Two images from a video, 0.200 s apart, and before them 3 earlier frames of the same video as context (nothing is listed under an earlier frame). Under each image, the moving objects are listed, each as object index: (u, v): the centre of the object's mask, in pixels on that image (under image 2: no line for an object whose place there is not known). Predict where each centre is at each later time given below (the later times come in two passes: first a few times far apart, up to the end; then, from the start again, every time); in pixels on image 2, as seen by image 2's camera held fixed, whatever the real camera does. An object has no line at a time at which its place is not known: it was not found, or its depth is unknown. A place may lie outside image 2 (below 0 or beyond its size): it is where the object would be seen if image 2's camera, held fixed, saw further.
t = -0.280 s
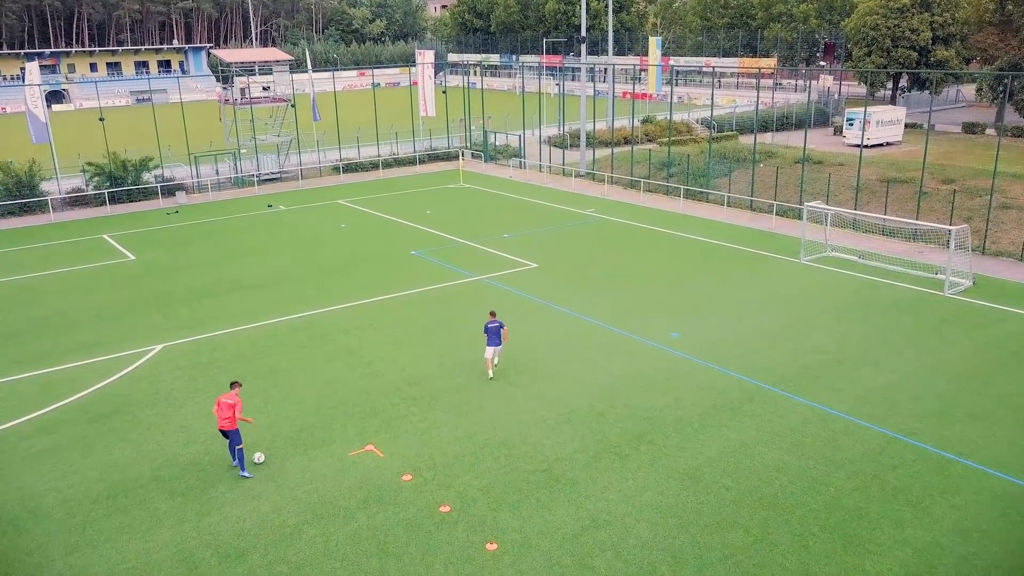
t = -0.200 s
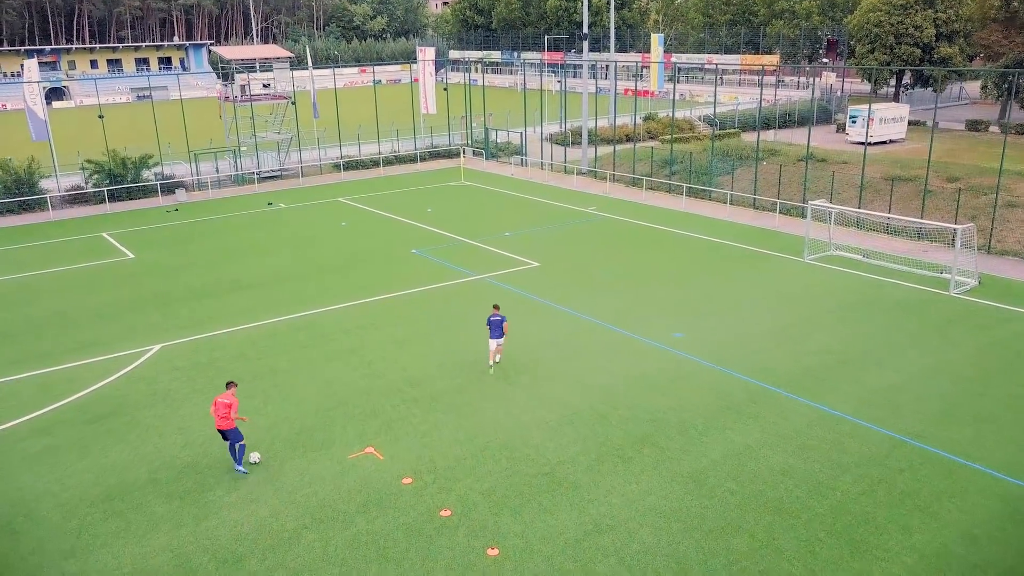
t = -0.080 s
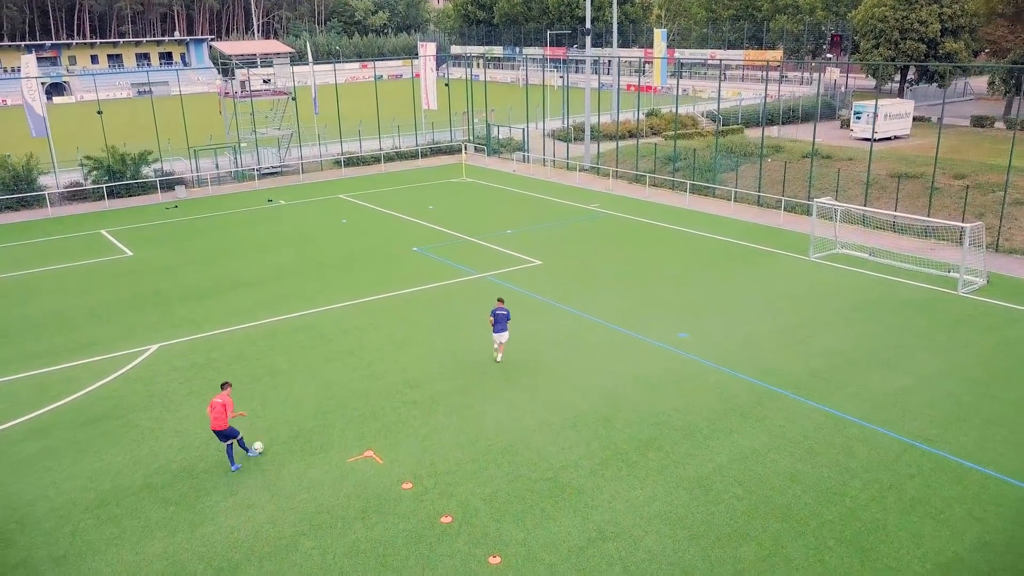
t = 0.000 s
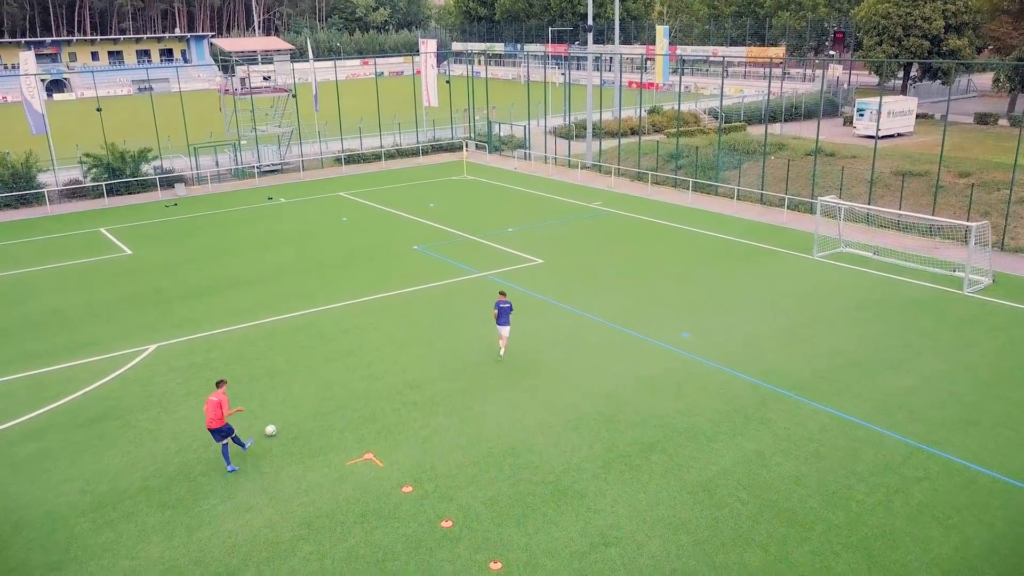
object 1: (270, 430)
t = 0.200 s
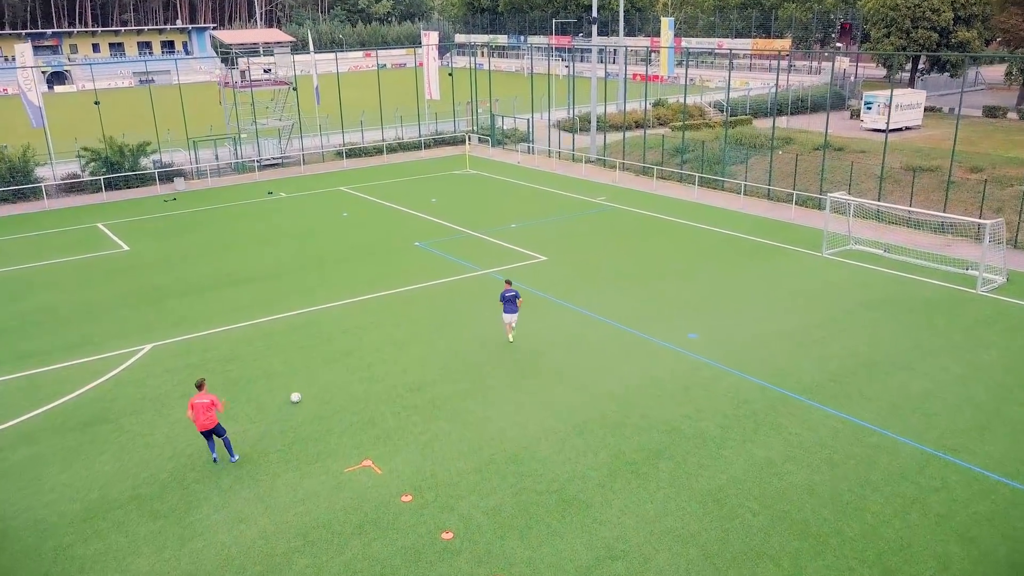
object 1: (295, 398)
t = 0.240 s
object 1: (299, 391)
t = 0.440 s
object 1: (318, 366)
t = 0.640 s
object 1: (333, 345)
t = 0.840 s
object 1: (347, 327)
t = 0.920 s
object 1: (351, 321)
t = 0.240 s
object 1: (299, 391)
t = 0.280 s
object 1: (303, 385)
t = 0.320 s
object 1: (307, 379)
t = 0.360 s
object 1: (310, 375)
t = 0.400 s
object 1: (314, 371)
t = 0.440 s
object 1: (318, 366)
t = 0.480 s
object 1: (321, 360)
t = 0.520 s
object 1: (324, 357)
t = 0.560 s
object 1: (328, 353)
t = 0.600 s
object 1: (330, 349)
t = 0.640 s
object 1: (333, 345)
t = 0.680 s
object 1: (336, 341)
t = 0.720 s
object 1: (339, 338)
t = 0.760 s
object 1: (342, 334)
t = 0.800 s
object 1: (344, 330)
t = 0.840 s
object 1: (347, 327)
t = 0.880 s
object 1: (349, 325)
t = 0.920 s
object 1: (351, 321)
